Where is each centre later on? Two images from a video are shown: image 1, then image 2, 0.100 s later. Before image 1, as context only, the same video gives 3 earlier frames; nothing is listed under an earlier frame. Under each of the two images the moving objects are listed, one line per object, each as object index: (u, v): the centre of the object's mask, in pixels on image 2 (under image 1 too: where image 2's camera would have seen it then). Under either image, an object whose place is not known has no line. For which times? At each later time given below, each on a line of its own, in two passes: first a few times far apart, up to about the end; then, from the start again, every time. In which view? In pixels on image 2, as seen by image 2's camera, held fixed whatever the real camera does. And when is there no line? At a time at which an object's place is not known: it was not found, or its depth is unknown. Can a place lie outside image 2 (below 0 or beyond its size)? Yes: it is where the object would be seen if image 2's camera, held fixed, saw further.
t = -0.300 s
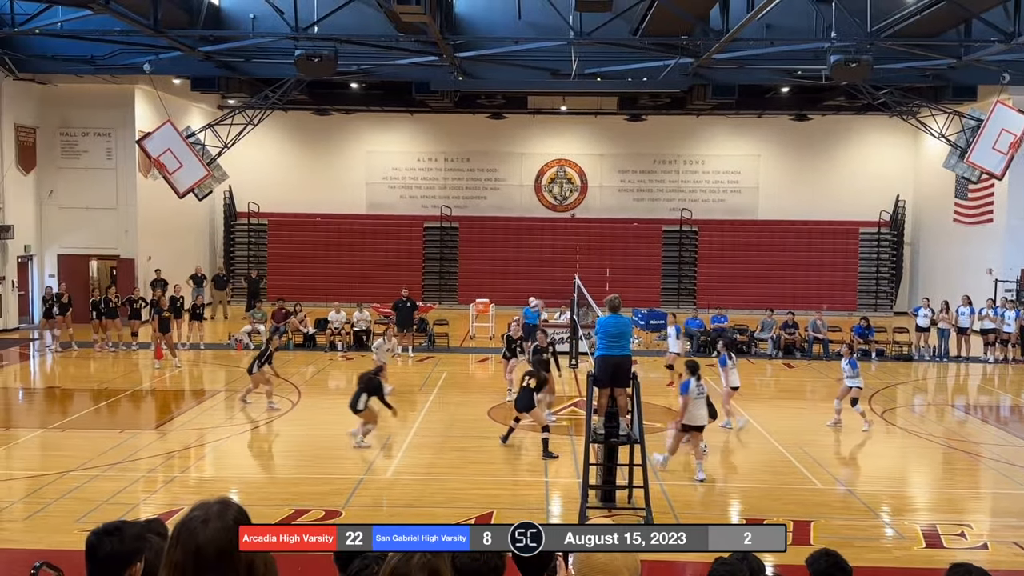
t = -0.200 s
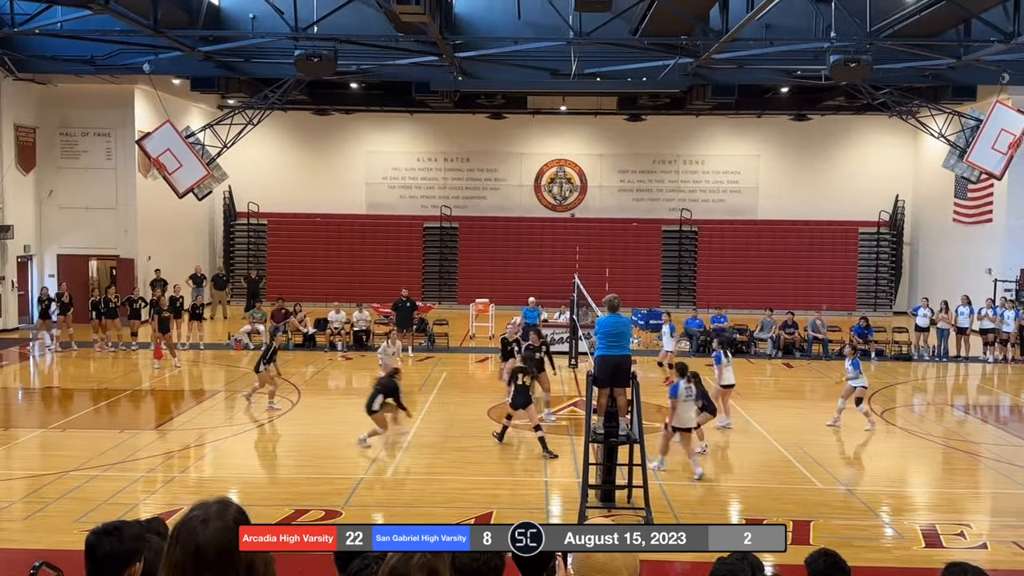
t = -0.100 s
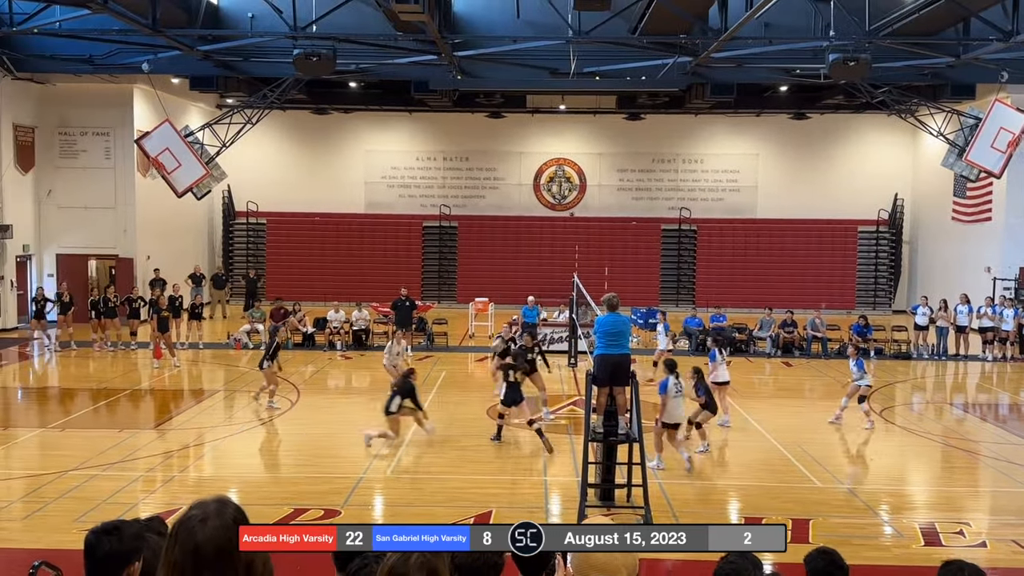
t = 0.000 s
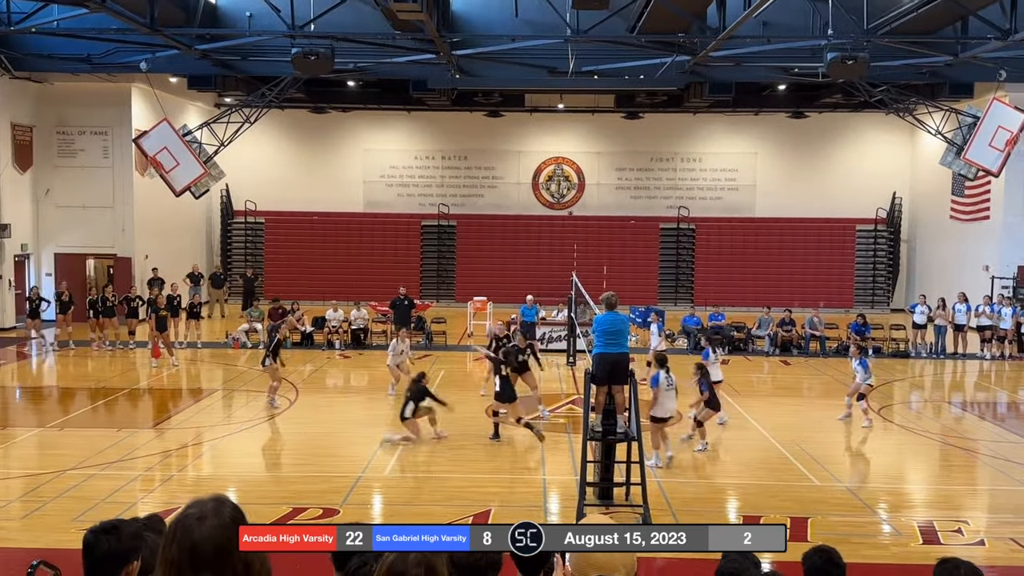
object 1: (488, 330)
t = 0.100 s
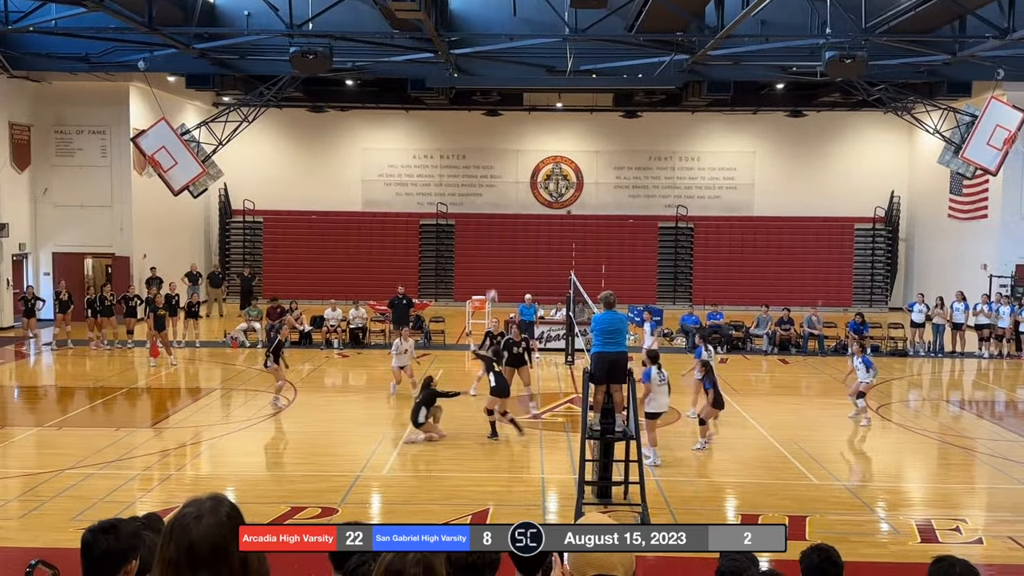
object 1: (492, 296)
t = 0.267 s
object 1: (494, 259)
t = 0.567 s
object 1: (498, 234)
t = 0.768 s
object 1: (501, 245)
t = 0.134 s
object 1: (492, 287)
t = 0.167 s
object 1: (493, 280)
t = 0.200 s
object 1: (493, 272)
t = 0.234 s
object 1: (494, 266)
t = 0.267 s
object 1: (494, 259)
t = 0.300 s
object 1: (494, 254)
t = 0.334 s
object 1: (495, 249)
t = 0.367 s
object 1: (495, 245)
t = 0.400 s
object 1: (496, 241)
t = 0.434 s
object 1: (496, 238)
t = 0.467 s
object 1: (497, 236)
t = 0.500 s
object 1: (497, 235)
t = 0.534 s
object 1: (498, 234)
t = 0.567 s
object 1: (498, 234)
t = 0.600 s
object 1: (499, 235)
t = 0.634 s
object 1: (499, 236)
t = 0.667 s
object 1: (500, 237)
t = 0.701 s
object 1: (500, 239)
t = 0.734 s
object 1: (500, 241)
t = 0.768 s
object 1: (501, 245)
